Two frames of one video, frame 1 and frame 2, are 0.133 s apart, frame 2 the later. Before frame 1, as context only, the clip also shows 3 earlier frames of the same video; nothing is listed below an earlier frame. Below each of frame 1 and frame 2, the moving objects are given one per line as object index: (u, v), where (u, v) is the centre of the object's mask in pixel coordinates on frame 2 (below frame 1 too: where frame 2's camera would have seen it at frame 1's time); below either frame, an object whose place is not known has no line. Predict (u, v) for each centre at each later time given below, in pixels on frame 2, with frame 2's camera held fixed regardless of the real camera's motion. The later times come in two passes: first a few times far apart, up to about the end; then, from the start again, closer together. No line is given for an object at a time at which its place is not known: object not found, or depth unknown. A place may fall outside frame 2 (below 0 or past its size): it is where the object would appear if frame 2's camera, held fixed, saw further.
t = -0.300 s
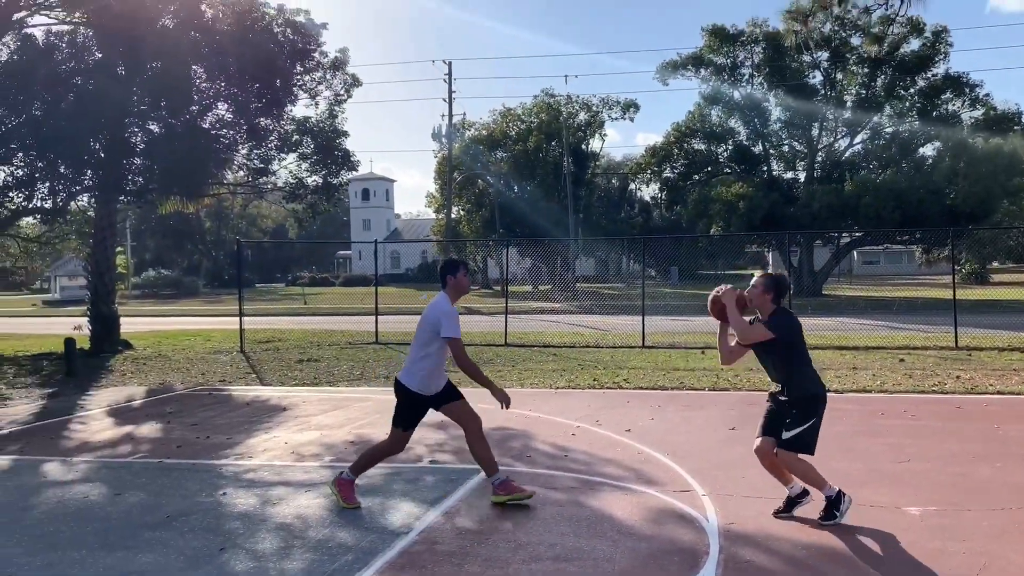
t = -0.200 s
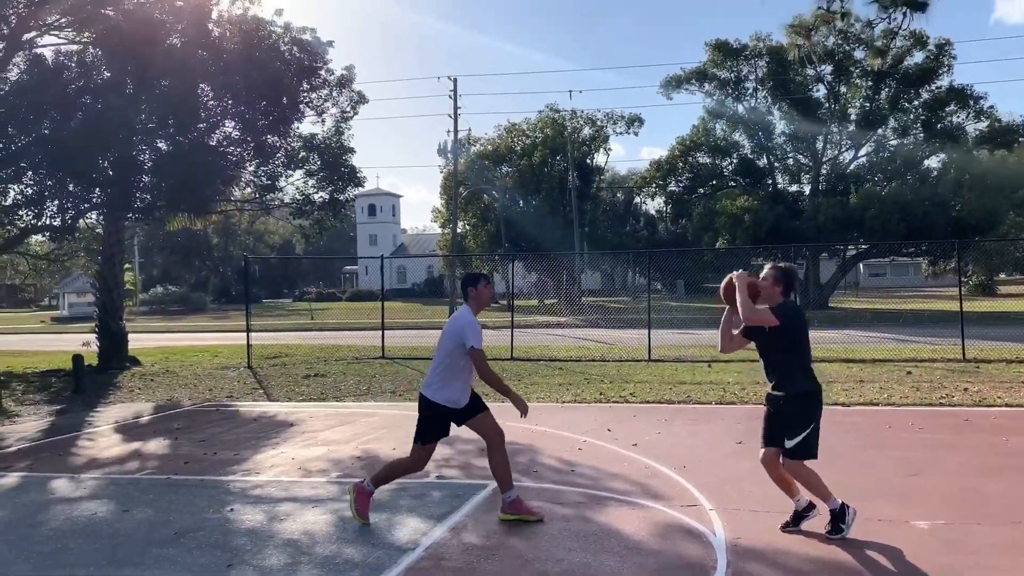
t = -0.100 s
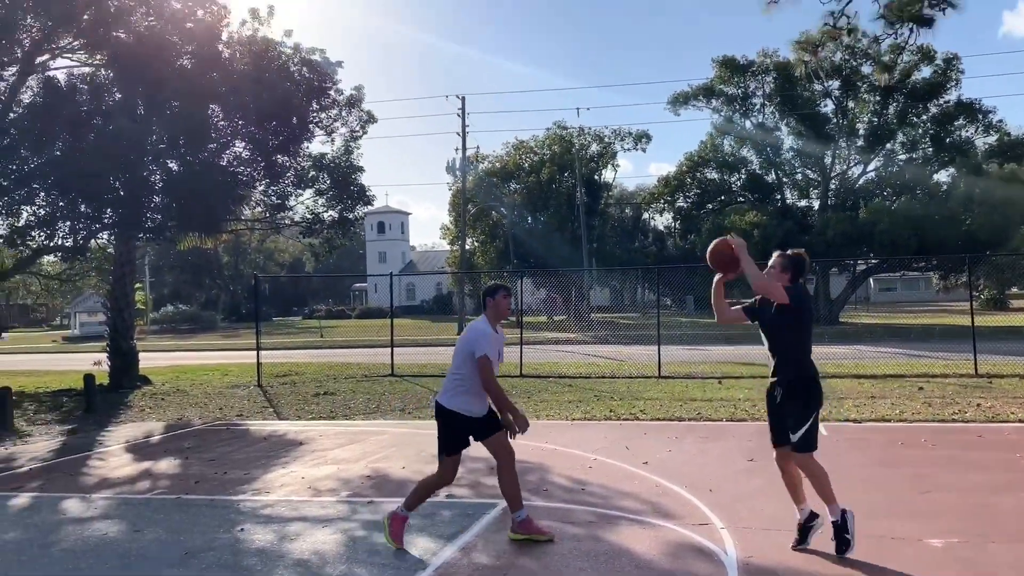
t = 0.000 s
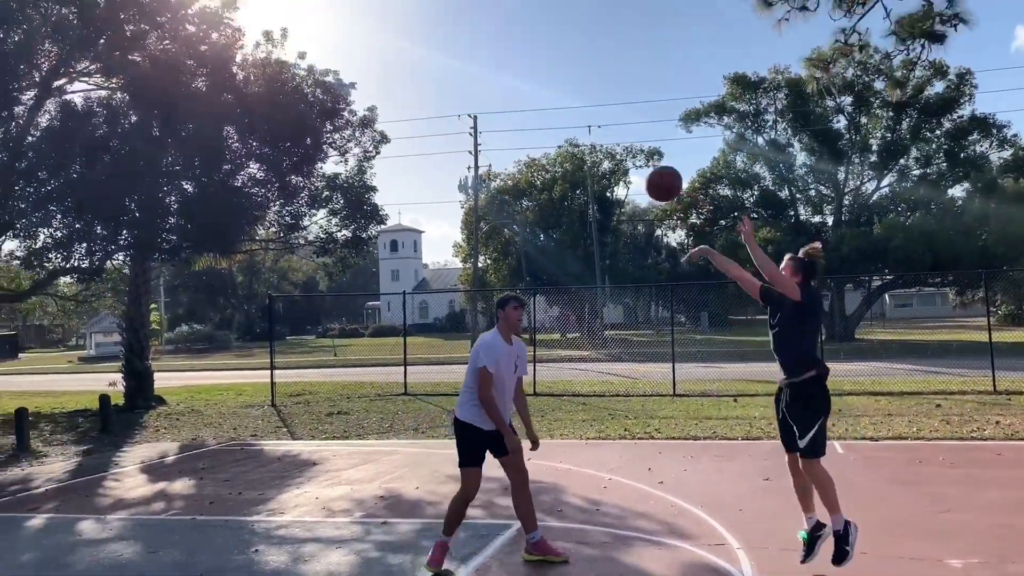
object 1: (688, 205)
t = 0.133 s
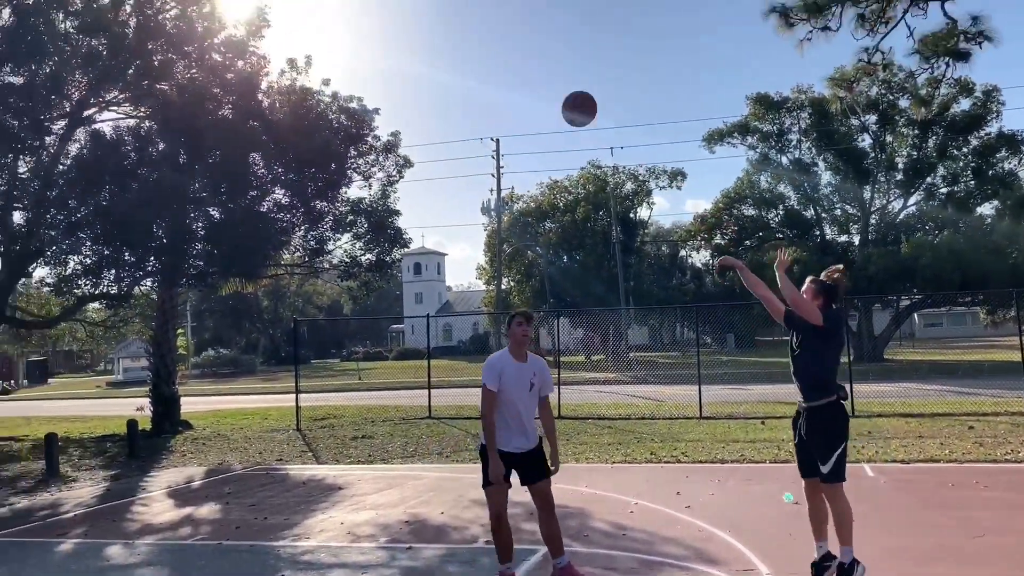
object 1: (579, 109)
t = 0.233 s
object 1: (505, 55)
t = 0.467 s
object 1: (350, -15)
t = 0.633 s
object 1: (252, -21)
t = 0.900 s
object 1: (105, 45)
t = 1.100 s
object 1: (-2, 143)
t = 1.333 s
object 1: (-129, 324)
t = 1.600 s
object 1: (-264, 591)
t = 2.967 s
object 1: (-250, 522)
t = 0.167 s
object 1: (554, 89)
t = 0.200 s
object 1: (529, 71)
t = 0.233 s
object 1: (505, 55)
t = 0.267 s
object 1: (481, 41)
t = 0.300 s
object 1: (458, 27)
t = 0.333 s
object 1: (436, 16)
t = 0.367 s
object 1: (414, 6)
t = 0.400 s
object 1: (392, -3)
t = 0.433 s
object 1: (371, -10)
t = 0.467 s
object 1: (350, -15)
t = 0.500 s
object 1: (330, -19)
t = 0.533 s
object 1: (309, -21)
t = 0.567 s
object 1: (290, -23)
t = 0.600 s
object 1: (270, -22)
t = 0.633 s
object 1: (252, -21)
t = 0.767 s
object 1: (178, 0)
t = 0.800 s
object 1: (157, 11)
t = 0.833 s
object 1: (142, 23)
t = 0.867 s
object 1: (121, 30)
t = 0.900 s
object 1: (105, 45)
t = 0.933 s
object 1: (87, 58)
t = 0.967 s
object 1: (69, 73)
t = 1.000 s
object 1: (51, 90)
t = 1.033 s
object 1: (33, 107)
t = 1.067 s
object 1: (15, 125)
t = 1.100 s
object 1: (-2, 143)
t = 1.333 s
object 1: (-129, 324)
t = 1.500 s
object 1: (-215, 490)
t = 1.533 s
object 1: (-238, 528)
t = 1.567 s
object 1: (-248, 566)
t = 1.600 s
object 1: (-264, 591)
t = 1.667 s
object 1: (-277, 534)
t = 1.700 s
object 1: (-282, 508)
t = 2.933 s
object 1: (-251, 523)
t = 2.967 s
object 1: (-250, 522)
